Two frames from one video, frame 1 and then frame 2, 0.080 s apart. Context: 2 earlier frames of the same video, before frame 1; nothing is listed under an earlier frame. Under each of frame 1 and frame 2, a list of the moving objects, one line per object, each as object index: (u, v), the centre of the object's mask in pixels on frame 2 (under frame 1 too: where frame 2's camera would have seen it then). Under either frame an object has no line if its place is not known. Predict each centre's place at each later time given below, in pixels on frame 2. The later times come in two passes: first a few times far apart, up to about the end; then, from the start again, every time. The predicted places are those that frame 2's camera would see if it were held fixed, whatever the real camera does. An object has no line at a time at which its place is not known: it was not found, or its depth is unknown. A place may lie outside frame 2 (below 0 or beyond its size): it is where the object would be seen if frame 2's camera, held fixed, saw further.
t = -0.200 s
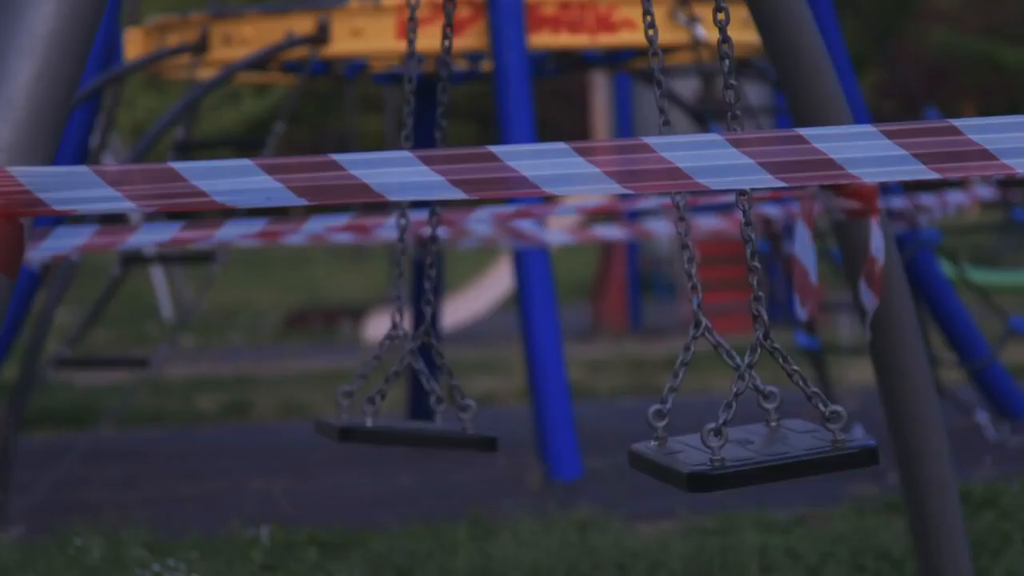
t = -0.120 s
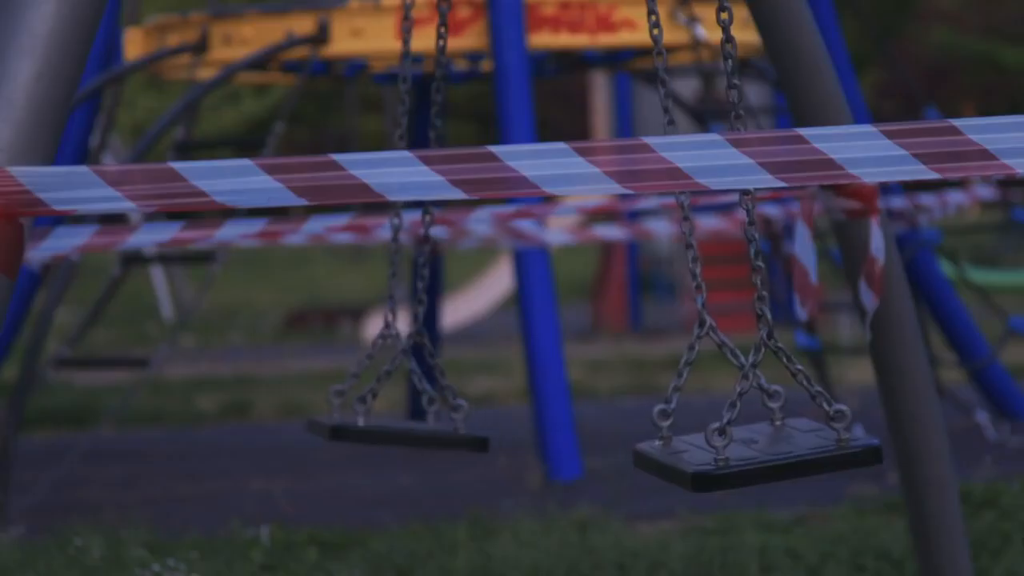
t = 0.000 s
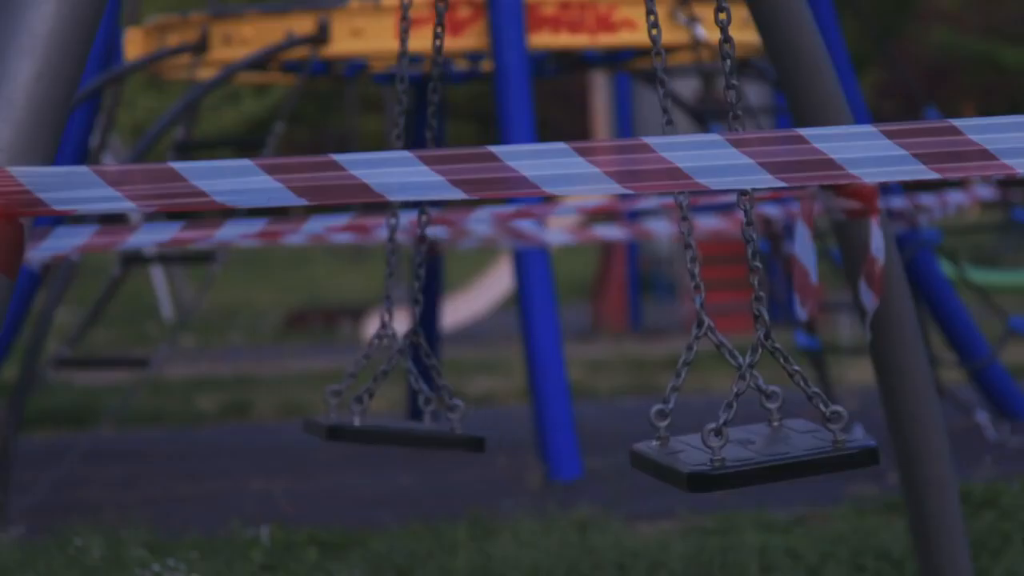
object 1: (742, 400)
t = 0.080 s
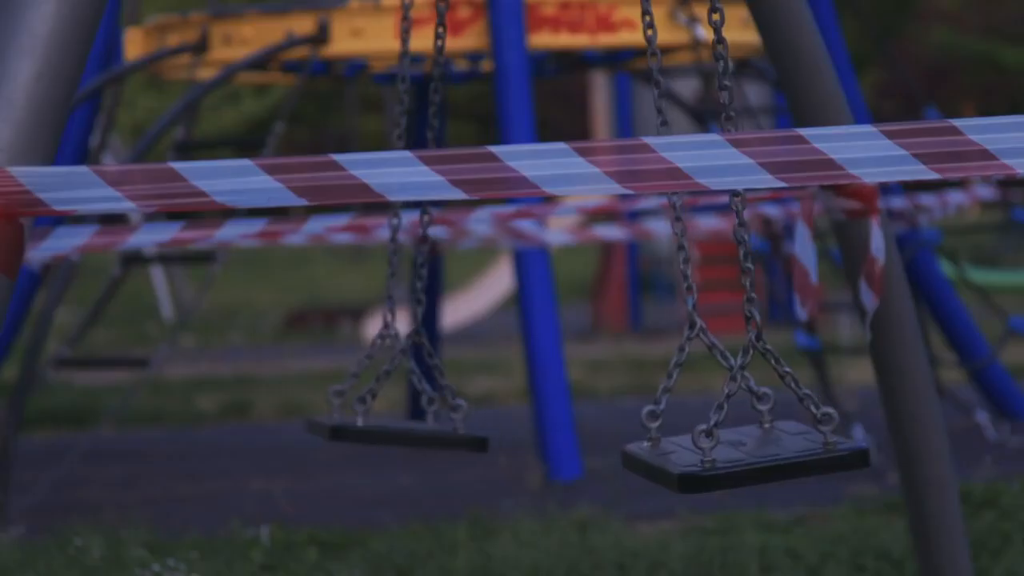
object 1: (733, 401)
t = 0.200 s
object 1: (711, 404)
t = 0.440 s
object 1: (644, 410)
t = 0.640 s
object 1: (579, 412)
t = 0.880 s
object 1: (519, 408)
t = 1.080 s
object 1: (498, 407)
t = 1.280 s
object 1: (510, 407)
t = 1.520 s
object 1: (564, 398)
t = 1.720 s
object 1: (626, 410)
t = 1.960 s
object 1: (697, 407)
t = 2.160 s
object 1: (735, 403)
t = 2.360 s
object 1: (742, 402)
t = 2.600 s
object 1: (709, 405)
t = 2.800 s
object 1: (656, 410)
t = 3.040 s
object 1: (580, 412)
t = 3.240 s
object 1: (531, 404)
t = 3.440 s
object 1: (501, 408)
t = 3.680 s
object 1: (512, 409)
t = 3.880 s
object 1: (555, 403)
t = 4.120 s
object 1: (625, 410)
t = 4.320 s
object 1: (686, 411)
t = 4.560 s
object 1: (732, 403)
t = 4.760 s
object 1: (740, 402)
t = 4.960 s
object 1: (716, 404)
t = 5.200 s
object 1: (655, 410)
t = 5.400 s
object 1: (593, 411)
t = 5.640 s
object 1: (531, 406)
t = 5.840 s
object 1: (504, 407)
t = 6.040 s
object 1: (509, 408)
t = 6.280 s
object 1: (556, 402)
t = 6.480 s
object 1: (613, 410)
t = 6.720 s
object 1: (684, 411)
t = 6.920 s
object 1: (725, 403)
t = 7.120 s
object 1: (738, 402)
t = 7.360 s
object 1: (713, 405)
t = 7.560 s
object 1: (666, 410)
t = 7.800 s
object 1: (593, 411)
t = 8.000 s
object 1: (541, 402)
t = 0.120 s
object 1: (727, 402)
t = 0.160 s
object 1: (720, 403)
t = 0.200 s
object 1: (711, 404)
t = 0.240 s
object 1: (701, 405)
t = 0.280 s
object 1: (691, 406)
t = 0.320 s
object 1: (681, 408)
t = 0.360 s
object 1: (669, 410)
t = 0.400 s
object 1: (657, 410)
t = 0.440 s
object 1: (644, 410)
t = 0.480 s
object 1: (631, 410)
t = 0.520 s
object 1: (618, 412)
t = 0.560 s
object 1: (604, 412)
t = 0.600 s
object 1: (592, 411)
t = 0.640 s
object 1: (579, 412)
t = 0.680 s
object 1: (567, 411)
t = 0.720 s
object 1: (555, 407)
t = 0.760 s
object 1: (545, 409)
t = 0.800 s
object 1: (537, 402)
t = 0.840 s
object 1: (527, 408)
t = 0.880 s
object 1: (519, 408)
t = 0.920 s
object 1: (512, 408)
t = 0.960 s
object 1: (506, 408)
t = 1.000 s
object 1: (502, 407)
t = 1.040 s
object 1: (499, 407)
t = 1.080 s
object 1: (498, 407)
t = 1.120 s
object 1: (498, 407)
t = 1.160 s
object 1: (499, 407)
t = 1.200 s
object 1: (501, 407)
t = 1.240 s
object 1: (505, 408)
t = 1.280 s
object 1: (510, 407)
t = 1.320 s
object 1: (516, 408)
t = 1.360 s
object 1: (523, 408)
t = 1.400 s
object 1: (529, 411)
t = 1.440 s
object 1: (542, 409)
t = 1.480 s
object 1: (554, 404)
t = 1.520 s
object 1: (564, 398)
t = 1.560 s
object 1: (573, 401)
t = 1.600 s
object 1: (583, 402)
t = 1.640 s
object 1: (600, 411)
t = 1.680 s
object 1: (613, 411)
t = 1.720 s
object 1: (626, 410)
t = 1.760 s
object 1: (639, 409)
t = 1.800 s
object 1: (651, 408)
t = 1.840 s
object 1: (664, 410)
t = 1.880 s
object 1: (675, 409)
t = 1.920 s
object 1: (686, 408)
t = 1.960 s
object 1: (697, 407)
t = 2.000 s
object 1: (706, 407)
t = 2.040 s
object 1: (715, 404)
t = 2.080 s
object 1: (722, 404)
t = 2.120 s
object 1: (729, 403)
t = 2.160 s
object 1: (735, 403)
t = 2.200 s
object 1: (738, 402)
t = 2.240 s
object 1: (742, 402)
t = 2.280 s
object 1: (743, 402)
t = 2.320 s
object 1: (743, 402)
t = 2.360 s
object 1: (742, 402)
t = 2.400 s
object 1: (740, 403)
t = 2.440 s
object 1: (736, 403)
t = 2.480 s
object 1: (731, 403)
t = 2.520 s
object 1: (725, 403)
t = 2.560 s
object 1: (718, 404)
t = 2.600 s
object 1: (709, 405)
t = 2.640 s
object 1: (701, 407)
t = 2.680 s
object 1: (690, 409)
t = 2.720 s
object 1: (680, 412)
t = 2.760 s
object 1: (668, 411)
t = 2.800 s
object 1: (656, 410)
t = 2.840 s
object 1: (643, 411)
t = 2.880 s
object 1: (630, 411)
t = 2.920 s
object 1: (617, 412)
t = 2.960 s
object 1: (605, 412)
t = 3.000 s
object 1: (593, 411)
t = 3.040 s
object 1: (580, 412)
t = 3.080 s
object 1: (568, 411)
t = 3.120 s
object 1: (557, 411)
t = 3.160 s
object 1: (547, 408)
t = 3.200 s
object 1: (538, 403)
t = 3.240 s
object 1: (531, 404)
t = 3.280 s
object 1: (523, 403)
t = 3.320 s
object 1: (514, 407)
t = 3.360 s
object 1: (509, 409)
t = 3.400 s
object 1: (504, 408)
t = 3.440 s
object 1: (501, 408)
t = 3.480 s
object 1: (500, 408)
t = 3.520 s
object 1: (500, 408)
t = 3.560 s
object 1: (500, 408)
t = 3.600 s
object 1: (503, 409)
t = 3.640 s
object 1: (507, 408)
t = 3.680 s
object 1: (512, 409)
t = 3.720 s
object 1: (518, 409)
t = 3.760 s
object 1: (525, 410)
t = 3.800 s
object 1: (534, 412)
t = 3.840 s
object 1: (547, 407)
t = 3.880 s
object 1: (555, 403)
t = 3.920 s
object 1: (564, 405)
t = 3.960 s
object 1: (575, 408)
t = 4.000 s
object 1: (587, 408)
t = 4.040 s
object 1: (600, 411)
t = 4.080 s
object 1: (612, 410)
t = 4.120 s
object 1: (625, 410)
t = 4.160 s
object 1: (638, 410)
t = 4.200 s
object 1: (650, 409)
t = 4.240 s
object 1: (663, 410)
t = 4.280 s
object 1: (675, 410)
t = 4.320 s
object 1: (686, 411)
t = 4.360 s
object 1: (695, 407)
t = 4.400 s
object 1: (705, 406)
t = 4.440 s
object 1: (713, 404)
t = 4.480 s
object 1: (721, 404)
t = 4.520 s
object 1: (727, 403)
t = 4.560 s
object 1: (732, 403)
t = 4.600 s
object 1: (736, 402)
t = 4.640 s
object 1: (739, 403)
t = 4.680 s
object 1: (740, 402)
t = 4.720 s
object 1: (740, 402)
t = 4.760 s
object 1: (740, 402)
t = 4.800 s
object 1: (737, 403)
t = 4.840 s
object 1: (734, 403)
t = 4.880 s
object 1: (729, 404)
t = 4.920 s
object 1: (723, 404)
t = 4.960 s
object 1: (716, 404)
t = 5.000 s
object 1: (708, 405)
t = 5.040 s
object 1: (699, 407)
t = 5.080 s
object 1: (689, 409)
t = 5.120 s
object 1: (679, 408)
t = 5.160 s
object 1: (667, 410)
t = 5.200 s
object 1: (655, 410)
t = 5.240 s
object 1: (643, 410)
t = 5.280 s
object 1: (630, 411)
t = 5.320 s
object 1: (617, 413)
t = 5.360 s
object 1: (605, 412)
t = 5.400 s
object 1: (593, 411)
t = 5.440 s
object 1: (581, 412)
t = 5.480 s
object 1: (569, 412)
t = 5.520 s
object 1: (558, 410)
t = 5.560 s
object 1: (548, 411)
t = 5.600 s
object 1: (539, 401)
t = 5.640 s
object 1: (531, 406)
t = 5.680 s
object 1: (528, 401)
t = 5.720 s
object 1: (524, 397)
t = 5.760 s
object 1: (510, 409)
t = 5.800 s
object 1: (506, 408)
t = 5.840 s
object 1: (504, 407)
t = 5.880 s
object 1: (502, 408)
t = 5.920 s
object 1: (502, 408)
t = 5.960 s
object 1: (502, 408)
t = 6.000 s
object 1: (505, 407)
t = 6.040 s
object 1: (509, 408)
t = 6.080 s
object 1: (514, 408)
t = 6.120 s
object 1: (519, 408)
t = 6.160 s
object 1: (527, 409)
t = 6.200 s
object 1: (536, 410)
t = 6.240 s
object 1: (545, 415)
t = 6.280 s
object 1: (556, 402)
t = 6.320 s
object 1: (565, 406)
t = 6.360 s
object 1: (576, 407)
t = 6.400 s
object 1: (588, 407)
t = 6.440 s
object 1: (600, 409)
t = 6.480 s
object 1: (613, 410)
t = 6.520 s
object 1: (625, 410)
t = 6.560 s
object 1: (638, 410)
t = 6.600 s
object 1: (650, 409)
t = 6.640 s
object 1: (662, 409)
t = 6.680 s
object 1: (673, 410)
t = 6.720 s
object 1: (684, 411)
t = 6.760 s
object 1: (694, 407)
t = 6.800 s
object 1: (703, 405)
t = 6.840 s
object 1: (711, 405)
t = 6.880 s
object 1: (719, 403)
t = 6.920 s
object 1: (725, 403)
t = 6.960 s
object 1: (730, 403)
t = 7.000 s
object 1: (734, 402)
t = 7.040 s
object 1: (737, 402)
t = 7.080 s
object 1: (738, 402)
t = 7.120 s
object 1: (738, 402)
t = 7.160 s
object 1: (738, 402)
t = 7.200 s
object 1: (735, 402)
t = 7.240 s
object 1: (732, 403)
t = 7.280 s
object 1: (727, 403)
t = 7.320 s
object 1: (720, 403)
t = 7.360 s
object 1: (713, 405)
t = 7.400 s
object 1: (705, 405)
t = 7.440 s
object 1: (697, 406)
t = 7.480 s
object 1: (687, 408)
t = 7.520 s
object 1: (677, 408)
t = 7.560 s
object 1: (666, 410)
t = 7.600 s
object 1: (654, 410)
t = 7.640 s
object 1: (642, 409)
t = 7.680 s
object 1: (629, 410)
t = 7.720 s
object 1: (617, 412)
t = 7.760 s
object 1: (605, 411)
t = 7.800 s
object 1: (593, 411)
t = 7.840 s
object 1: (582, 411)
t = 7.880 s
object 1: (570, 411)
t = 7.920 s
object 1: (560, 412)
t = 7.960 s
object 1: (556, 416)
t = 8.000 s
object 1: (541, 402)
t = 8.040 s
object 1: (532, 405)
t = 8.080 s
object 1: (529, 400)
